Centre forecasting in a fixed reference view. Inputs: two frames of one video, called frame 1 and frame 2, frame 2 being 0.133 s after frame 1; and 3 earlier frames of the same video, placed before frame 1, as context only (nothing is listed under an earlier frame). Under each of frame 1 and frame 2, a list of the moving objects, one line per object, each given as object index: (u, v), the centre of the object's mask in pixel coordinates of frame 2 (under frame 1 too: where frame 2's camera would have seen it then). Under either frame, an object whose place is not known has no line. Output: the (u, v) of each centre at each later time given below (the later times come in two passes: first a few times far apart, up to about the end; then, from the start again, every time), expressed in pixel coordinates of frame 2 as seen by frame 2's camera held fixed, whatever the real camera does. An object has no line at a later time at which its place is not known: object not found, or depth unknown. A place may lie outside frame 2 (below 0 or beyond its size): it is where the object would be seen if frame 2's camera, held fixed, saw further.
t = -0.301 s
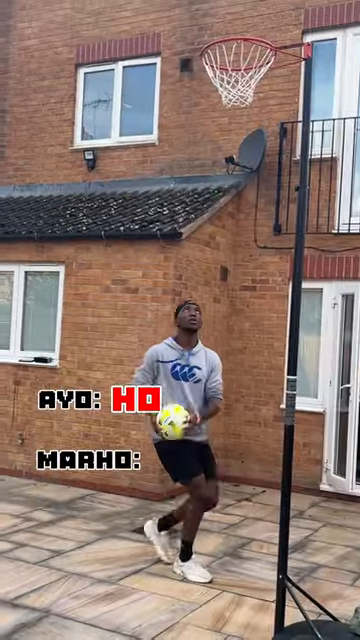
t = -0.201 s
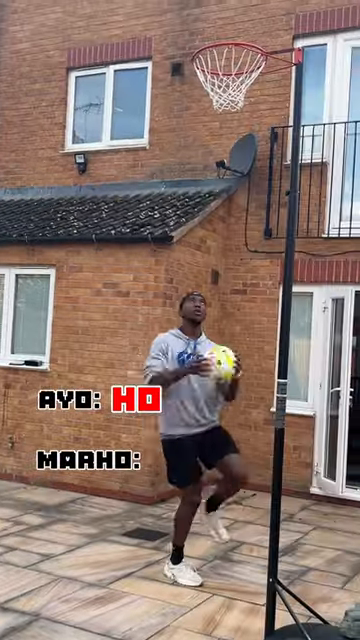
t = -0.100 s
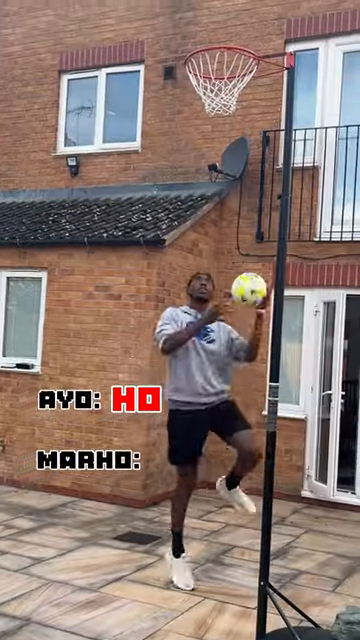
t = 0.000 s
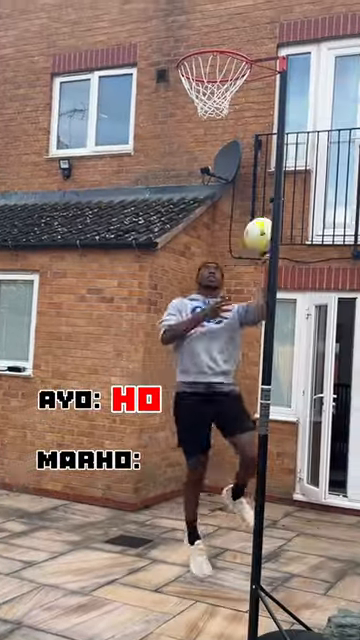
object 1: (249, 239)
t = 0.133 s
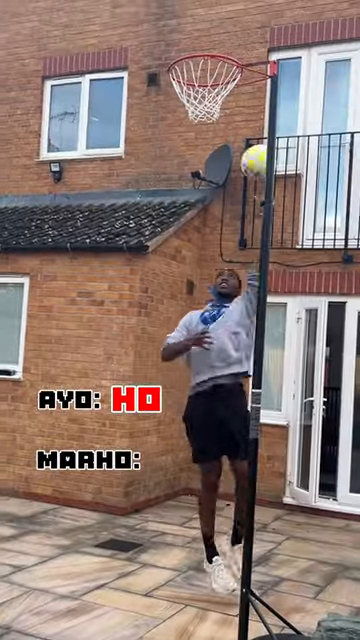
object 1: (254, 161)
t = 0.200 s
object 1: (253, 125)
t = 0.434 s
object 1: (237, 40)
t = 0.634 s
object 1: (214, 38)
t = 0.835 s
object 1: (192, 97)
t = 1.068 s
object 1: (209, 136)
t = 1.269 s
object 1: (222, 242)
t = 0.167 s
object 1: (254, 142)
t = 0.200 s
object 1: (253, 125)
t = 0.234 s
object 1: (252, 108)
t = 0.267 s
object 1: (250, 92)
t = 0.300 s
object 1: (250, 77)
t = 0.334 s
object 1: (250, 64)
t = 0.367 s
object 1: (244, 51)
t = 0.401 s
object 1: (241, 46)
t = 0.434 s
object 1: (237, 40)
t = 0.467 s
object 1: (234, 35)
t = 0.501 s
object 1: (230, 33)
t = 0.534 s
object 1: (226, 32)
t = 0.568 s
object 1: (223, 32)
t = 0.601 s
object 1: (218, 35)
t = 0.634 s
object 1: (214, 38)
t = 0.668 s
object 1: (209, 41)
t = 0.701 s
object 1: (205, 45)
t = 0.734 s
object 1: (201, 65)
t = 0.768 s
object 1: (197, 72)
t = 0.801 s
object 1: (192, 83)
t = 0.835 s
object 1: (192, 97)
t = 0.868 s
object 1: (192, 102)
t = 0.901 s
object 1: (194, 106)
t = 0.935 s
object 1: (197, 109)
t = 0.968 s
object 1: (199, 113)
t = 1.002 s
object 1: (202, 118)
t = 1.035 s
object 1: (206, 123)
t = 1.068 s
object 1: (209, 136)
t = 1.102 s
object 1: (211, 149)
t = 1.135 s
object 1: (213, 165)
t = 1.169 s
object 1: (216, 181)
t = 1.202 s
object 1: (218, 200)
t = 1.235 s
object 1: (220, 219)
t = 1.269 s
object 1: (222, 242)
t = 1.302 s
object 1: (224, 267)
